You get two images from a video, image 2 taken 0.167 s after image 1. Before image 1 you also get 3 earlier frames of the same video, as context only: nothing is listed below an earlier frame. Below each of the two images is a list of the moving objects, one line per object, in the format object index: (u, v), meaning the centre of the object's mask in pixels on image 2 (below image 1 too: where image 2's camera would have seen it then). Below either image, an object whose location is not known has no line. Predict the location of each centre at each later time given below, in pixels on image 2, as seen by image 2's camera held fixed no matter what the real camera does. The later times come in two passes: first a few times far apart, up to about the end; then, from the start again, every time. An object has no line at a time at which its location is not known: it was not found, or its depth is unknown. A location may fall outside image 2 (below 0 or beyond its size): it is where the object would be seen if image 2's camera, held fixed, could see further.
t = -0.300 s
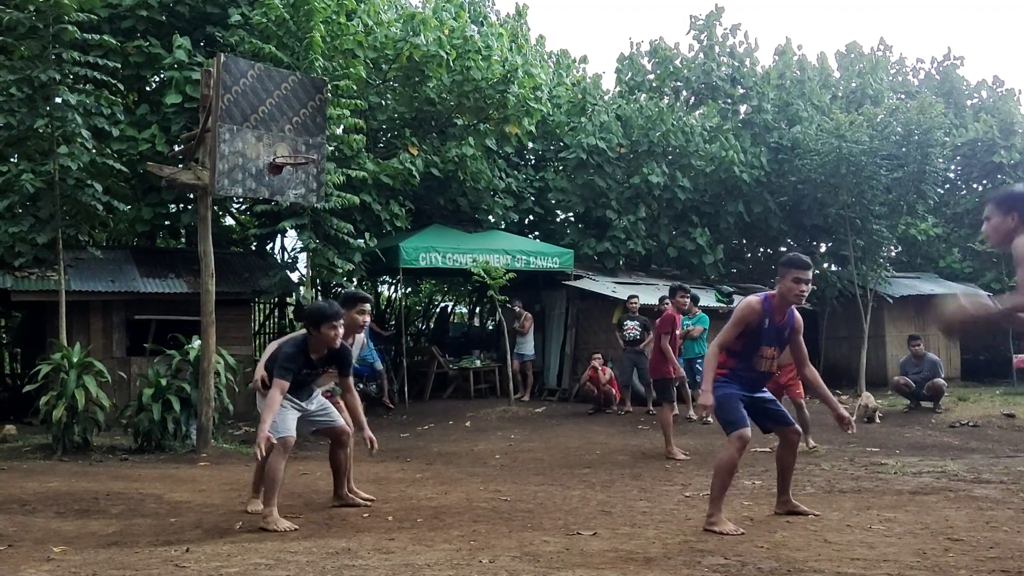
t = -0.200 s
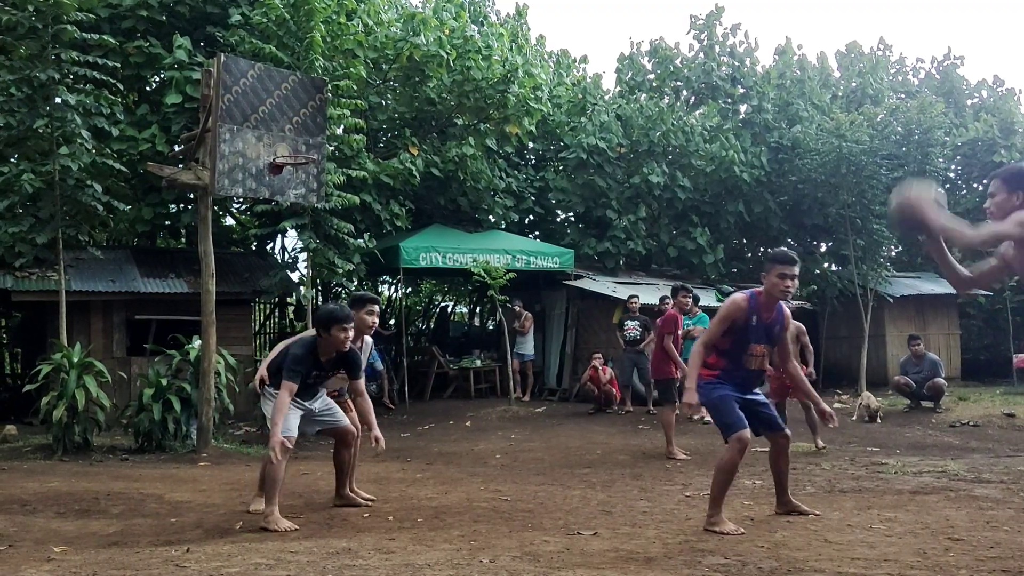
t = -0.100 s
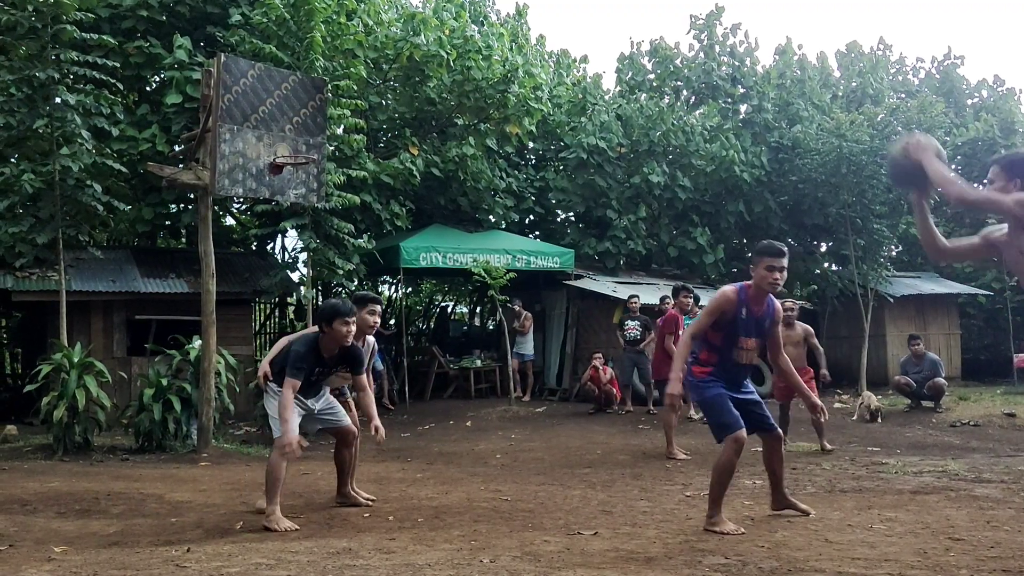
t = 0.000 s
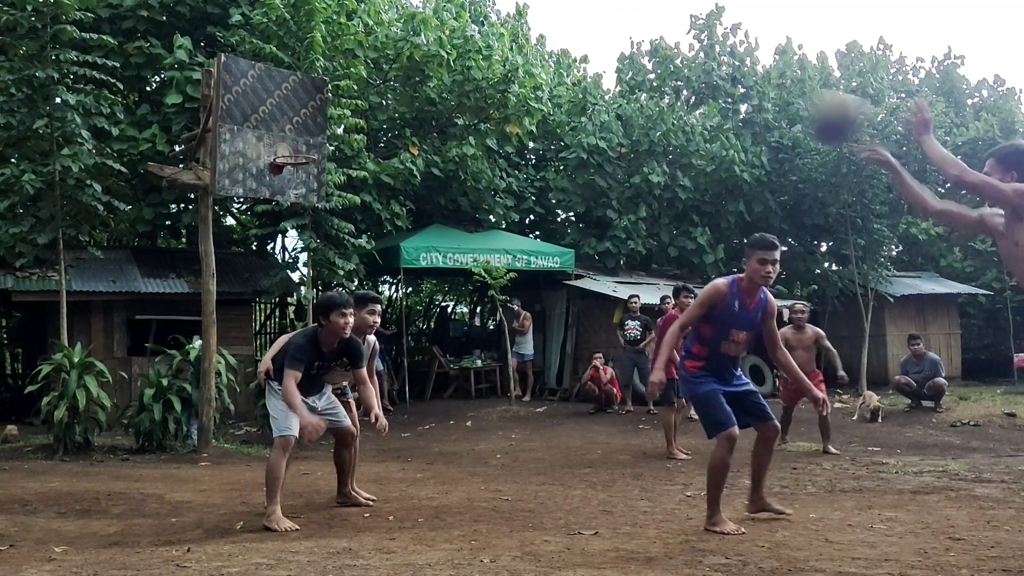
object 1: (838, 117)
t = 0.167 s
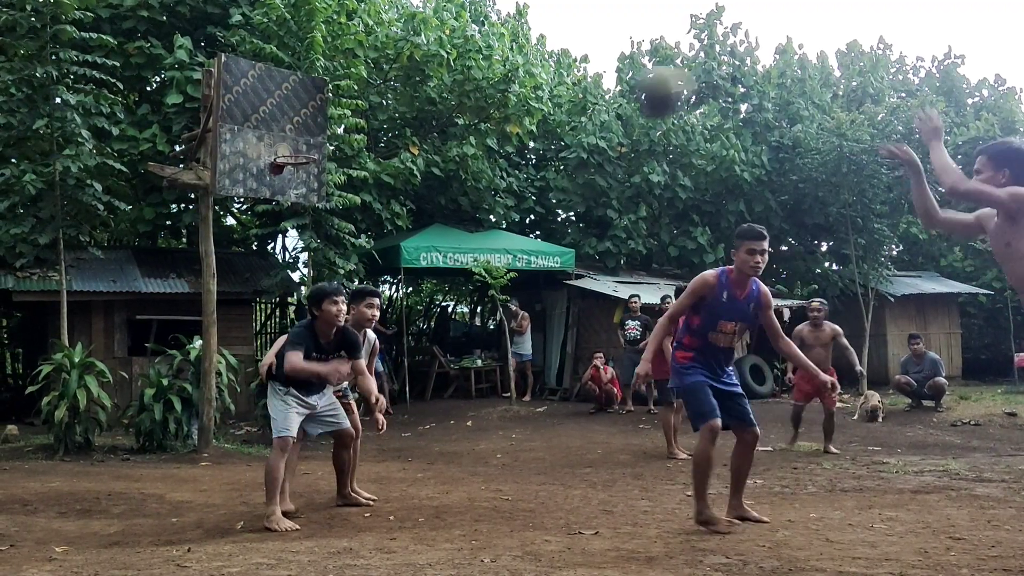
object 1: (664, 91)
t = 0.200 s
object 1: (631, 93)
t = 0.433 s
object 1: (416, 165)
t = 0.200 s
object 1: (631, 93)
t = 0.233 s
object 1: (594, 100)
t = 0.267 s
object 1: (567, 103)
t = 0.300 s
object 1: (536, 111)
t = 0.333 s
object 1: (505, 121)
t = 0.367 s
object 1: (475, 134)
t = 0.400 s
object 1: (446, 149)
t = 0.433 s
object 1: (416, 165)
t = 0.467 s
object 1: (389, 183)
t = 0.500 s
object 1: (361, 203)
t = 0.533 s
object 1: (333, 226)
